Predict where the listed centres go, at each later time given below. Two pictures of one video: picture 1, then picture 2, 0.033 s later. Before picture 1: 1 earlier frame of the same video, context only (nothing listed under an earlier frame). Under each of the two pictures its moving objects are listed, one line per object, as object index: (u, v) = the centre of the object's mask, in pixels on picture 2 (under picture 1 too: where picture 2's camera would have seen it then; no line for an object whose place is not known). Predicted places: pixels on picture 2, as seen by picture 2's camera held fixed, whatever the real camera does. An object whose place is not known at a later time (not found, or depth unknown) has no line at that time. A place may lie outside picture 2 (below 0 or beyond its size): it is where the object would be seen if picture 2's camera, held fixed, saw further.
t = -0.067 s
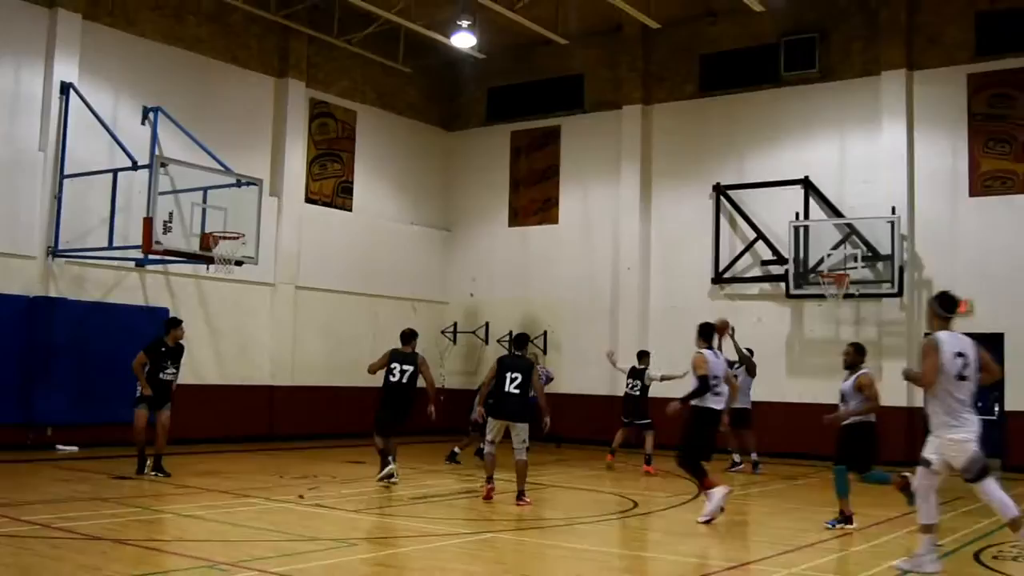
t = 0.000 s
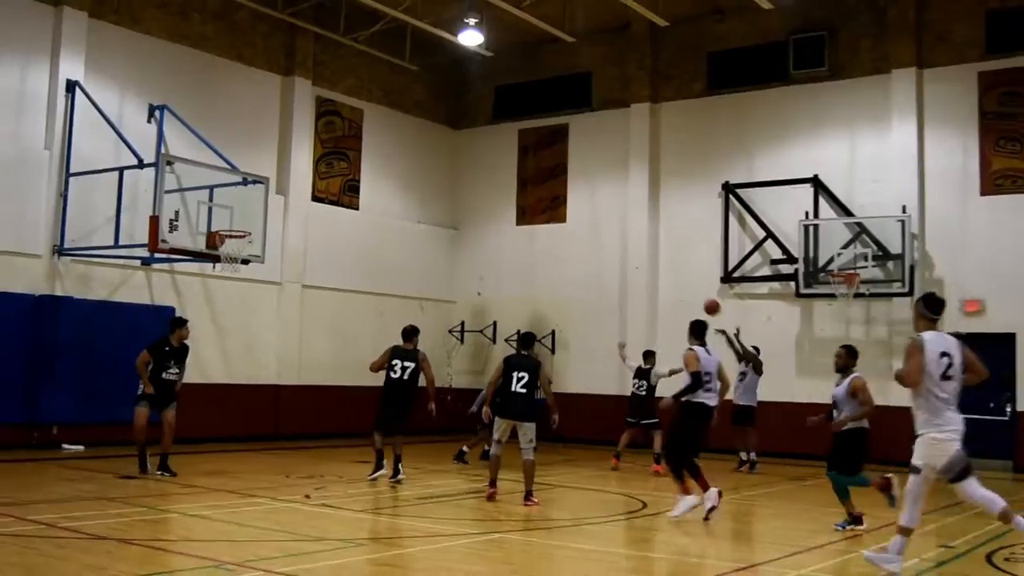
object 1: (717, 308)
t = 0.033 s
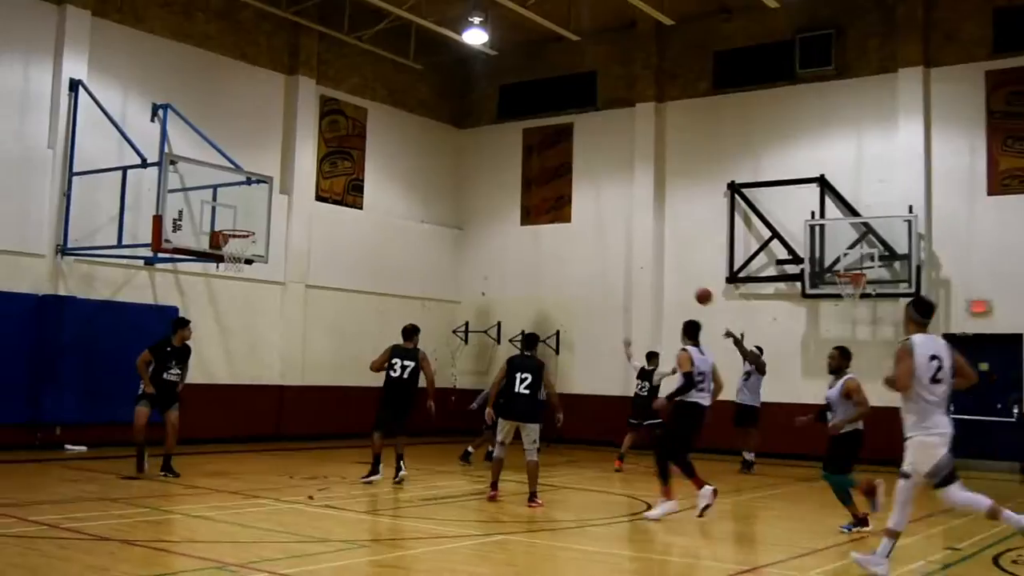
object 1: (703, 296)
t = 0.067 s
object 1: (689, 285)
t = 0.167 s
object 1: (645, 255)
